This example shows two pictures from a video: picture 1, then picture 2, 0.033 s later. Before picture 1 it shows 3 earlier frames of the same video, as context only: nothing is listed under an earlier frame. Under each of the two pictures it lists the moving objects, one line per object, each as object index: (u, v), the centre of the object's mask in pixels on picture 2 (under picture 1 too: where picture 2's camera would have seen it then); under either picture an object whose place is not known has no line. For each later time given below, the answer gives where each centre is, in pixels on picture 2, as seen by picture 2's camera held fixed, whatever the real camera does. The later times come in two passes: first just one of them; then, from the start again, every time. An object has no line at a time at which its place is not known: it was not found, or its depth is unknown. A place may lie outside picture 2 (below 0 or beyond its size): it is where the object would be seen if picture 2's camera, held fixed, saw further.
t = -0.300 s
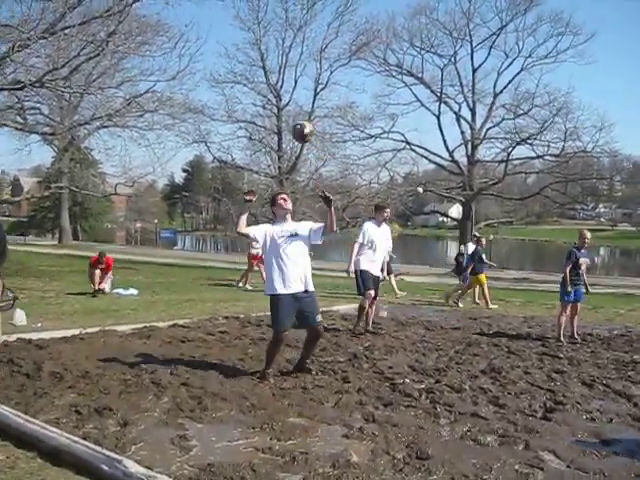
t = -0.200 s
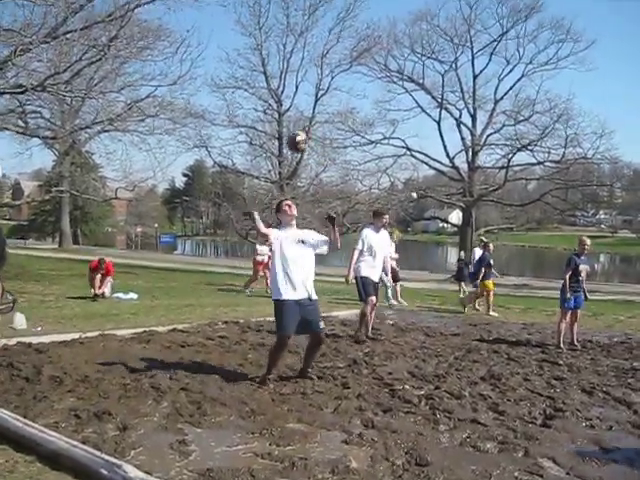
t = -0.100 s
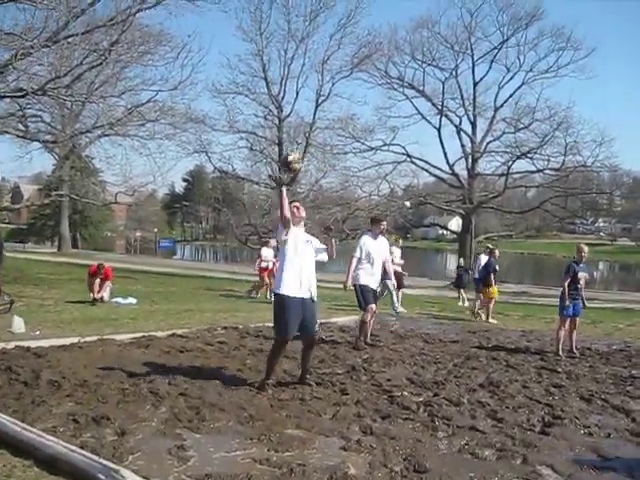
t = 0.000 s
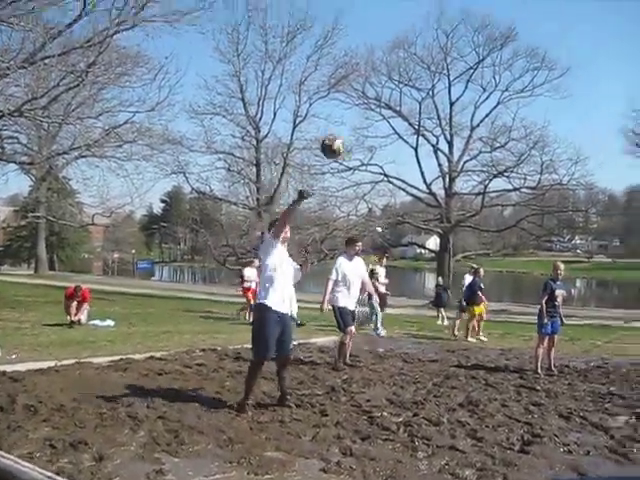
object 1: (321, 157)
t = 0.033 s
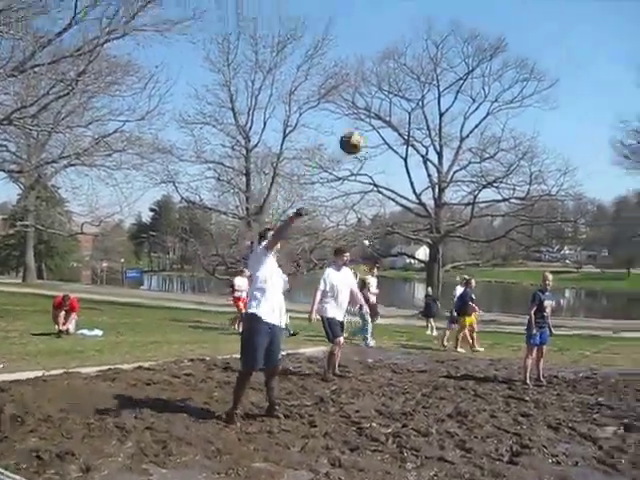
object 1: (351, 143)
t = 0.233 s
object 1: (549, 82)
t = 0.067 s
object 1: (382, 129)
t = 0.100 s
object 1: (414, 118)
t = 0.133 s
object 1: (445, 107)
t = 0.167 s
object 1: (479, 97)
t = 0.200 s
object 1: (515, 88)
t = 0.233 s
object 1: (549, 82)
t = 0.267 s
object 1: (583, 77)
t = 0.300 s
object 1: (620, 71)
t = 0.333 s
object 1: (657, 67)
